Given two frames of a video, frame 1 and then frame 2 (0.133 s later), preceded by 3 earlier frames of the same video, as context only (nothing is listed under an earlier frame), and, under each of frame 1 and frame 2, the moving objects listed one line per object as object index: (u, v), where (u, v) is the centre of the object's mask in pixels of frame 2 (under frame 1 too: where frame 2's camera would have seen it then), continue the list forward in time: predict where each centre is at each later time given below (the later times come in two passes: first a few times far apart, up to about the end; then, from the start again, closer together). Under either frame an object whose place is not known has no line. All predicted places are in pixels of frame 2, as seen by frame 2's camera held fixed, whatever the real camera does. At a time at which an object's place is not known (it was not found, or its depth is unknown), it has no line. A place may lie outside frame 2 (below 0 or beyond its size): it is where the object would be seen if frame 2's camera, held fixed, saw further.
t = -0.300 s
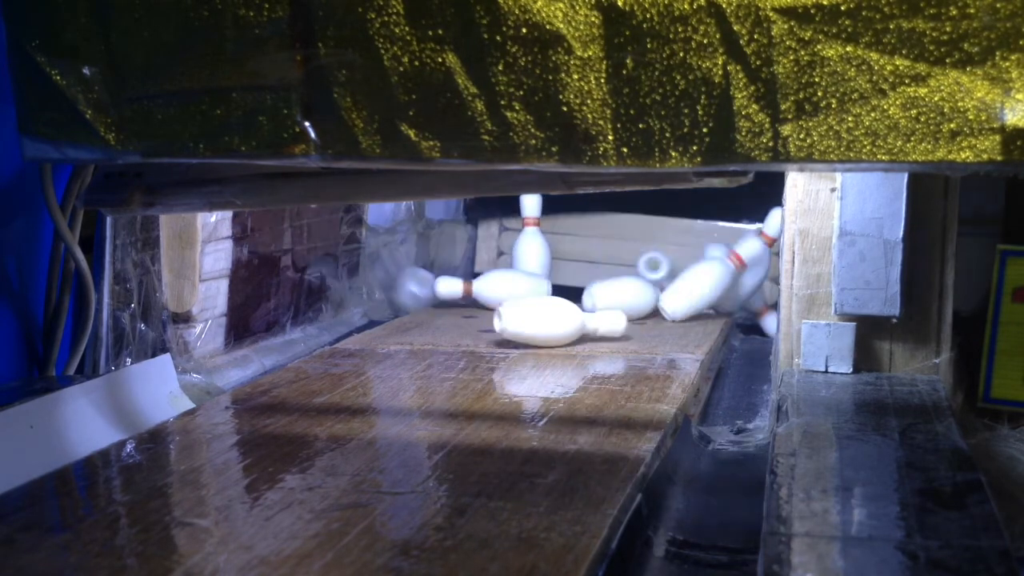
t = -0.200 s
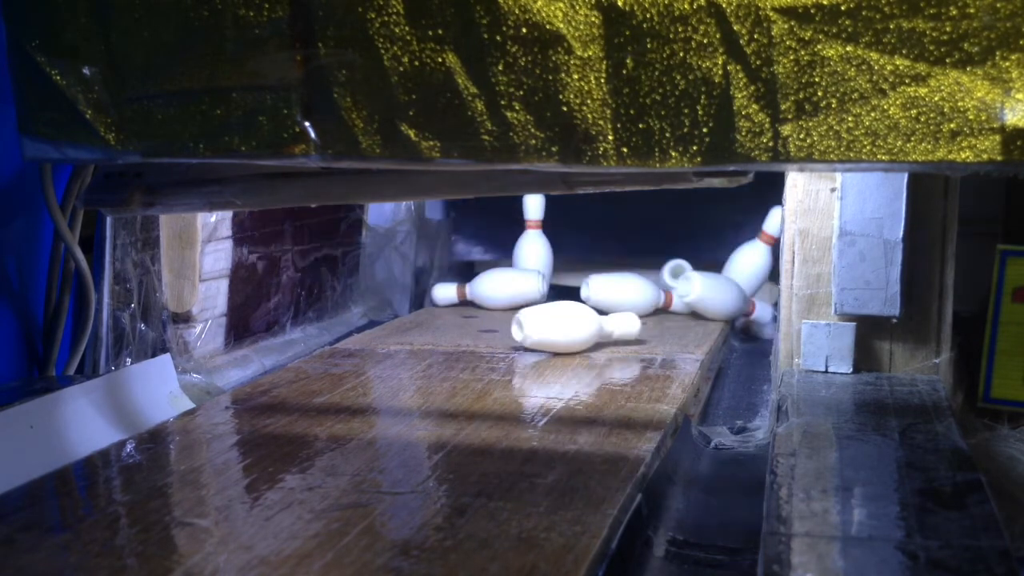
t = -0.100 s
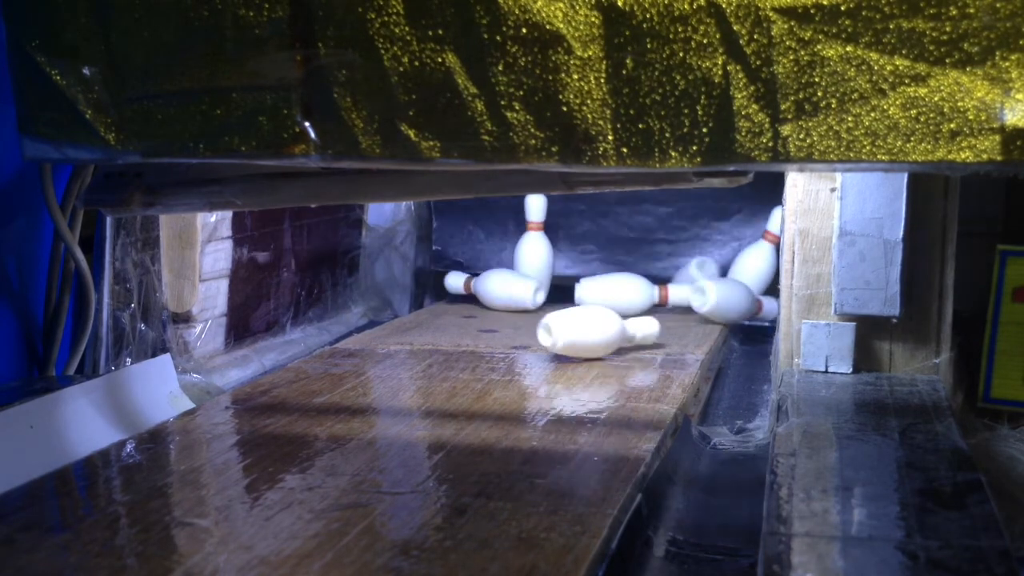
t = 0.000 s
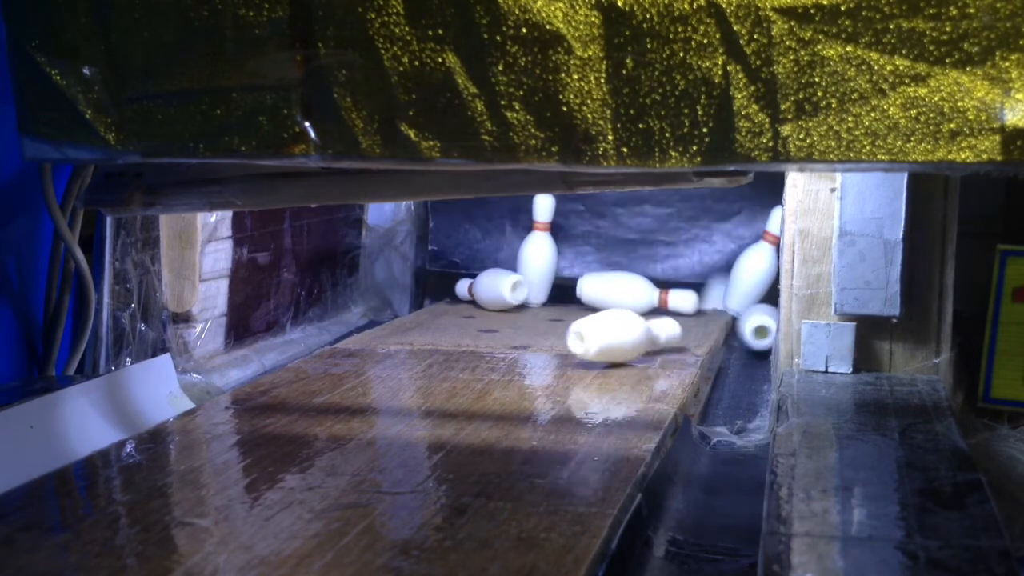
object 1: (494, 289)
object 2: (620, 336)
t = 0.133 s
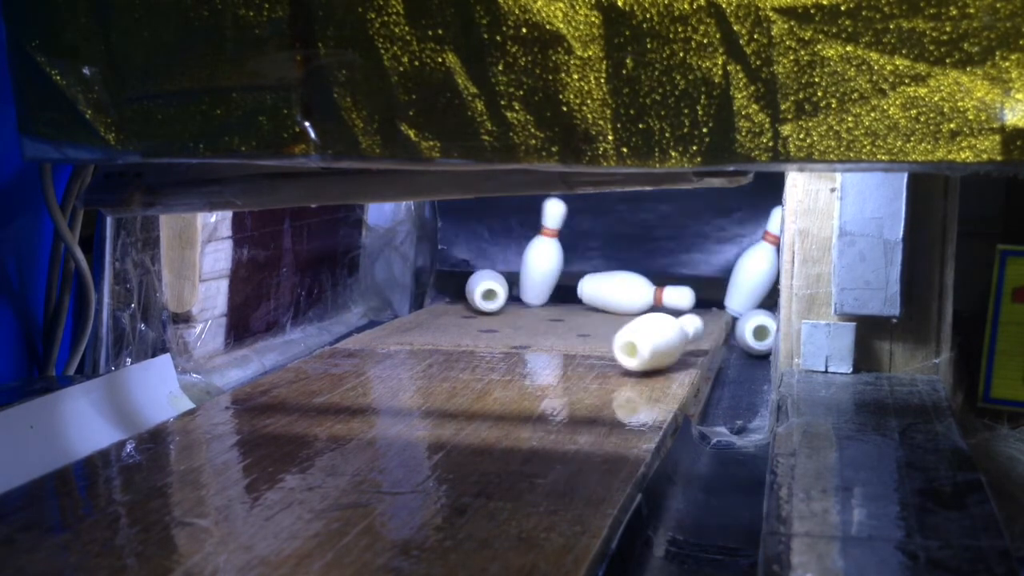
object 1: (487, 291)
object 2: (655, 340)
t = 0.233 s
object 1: (479, 289)
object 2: (687, 344)
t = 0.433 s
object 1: (474, 289)
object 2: (738, 390)
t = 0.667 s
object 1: (476, 285)
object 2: (728, 390)
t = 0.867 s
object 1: (479, 287)
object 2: (731, 391)
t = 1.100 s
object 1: (482, 290)
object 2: (728, 391)
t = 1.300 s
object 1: (481, 290)
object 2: (727, 392)
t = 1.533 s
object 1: (481, 290)
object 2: (728, 392)
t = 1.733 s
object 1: (482, 290)
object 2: (728, 392)
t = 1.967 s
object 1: (481, 290)
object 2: (727, 392)
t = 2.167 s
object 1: (481, 290)
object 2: (728, 392)
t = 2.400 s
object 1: (481, 290)
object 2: (728, 392)
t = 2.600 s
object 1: (481, 290)
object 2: (728, 392)
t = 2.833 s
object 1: (481, 290)
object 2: (728, 392)
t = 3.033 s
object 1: (481, 290)
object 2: (728, 392)
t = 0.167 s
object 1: (484, 290)
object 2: (663, 342)
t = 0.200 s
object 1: (482, 290)
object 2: (675, 343)
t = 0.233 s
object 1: (479, 289)
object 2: (687, 344)
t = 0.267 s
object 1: (477, 290)
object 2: (699, 344)
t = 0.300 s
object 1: (477, 290)
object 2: (718, 354)
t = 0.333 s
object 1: (478, 290)
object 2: (740, 390)
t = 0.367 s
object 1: (479, 290)
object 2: (733, 380)
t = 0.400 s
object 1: (478, 290)
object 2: (728, 385)
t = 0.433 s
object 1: (474, 289)
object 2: (738, 390)
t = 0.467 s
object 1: (471, 287)
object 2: (738, 389)
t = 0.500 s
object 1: (469, 287)
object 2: (731, 389)
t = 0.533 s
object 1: (468, 286)
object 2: (728, 390)
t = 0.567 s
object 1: (471, 285)
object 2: (731, 391)
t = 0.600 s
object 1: (472, 285)
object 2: (731, 391)
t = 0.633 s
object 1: (475, 285)
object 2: (729, 391)
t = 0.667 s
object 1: (476, 285)
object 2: (728, 390)
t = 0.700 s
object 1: (476, 285)
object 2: (728, 391)
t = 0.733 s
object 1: (476, 285)
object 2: (729, 391)
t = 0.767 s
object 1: (475, 285)
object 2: (730, 392)
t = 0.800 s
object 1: (476, 285)
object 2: (731, 391)
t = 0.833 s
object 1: (477, 286)
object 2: (731, 391)
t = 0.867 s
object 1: (479, 287)
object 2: (731, 391)
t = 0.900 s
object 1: (480, 288)
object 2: (731, 390)
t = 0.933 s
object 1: (481, 289)
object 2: (732, 390)
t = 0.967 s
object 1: (481, 289)
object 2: (732, 391)
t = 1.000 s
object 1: (481, 290)
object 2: (731, 391)
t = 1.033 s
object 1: (481, 290)
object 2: (731, 391)
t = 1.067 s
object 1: (482, 290)
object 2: (730, 391)
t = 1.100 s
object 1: (482, 290)
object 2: (728, 391)
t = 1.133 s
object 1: (482, 290)
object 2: (728, 392)
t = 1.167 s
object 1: (482, 290)
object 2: (727, 392)
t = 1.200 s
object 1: (482, 290)
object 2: (727, 392)
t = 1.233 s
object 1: (481, 290)
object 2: (727, 392)
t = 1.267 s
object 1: (481, 290)
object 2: (727, 392)
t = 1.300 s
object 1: (481, 290)
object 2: (727, 392)
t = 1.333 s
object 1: (481, 290)
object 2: (727, 392)
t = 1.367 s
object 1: (481, 290)
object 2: (727, 392)
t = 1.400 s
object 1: (482, 290)
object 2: (727, 392)
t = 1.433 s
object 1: (481, 290)
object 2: (727, 392)
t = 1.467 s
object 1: (482, 290)
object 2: (727, 392)
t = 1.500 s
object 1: (481, 290)
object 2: (727, 392)
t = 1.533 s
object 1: (481, 290)
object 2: (728, 392)
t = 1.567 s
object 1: (481, 290)
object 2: (728, 392)
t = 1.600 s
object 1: (481, 290)
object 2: (729, 392)
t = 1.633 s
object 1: (481, 290)
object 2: (730, 391)
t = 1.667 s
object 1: (481, 290)
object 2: (729, 391)
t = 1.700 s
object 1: (482, 290)
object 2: (727, 392)
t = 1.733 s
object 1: (482, 290)
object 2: (728, 392)
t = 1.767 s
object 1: (481, 290)
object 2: (727, 392)
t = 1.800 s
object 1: (481, 290)
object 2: (727, 392)
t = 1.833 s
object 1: (481, 290)
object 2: (727, 392)
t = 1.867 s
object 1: (481, 290)
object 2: (727, 392)
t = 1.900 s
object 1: (481, 290)
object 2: (727, 392)
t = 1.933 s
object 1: (481, 290)
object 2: (727, 392)
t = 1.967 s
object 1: (481, 290)
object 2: (727, 392)
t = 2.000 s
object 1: (481, 290)
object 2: (727, 392)
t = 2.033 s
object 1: (481, 290)
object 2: (727, 392)
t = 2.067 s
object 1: (481, 290)
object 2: (727, 391)
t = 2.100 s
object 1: (481, 290)
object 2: (728, 392)
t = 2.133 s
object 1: (481, 290)
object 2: (728, 392)
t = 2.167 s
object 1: (481, 290)
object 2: (728, 392)
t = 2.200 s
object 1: (481, 290)
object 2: (728, 392)
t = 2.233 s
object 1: (481, 290)
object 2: (728, 392)
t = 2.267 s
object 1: (481, 290)
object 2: (728, 392)
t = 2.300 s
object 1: (481, 290)
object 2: (728, 392)
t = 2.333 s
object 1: (481, 290)
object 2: (728, 392)
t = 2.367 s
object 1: (481, 290)
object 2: (728, 392)
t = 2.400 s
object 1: (481, 290)
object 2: (728, 392)
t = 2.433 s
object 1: (481, 290)
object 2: (728, 392)
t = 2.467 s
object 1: (481, 290)
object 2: (728, 392)
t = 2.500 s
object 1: (481, 290)
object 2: (728, 392)
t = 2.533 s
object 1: (481, 290)
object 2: (728, 392)
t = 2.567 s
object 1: (481, 290)
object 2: (728, 392)
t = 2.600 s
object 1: (481, 290)
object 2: (728, 392)
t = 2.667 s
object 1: (481, 290)
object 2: (728, 392)
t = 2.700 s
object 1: (481, 290)
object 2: (728, 392)
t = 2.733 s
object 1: (481, 290)
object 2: (728, 392)
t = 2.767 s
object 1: (481, 290)
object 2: (728, 392)
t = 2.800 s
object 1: (481, 290)
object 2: (728, 392)
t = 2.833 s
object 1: (481, 290)
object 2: (728, 392)
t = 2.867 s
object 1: (481, 290)
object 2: (728, 392)
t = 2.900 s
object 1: (481, 290)
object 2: (728, 392)
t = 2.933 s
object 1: (481, 290)
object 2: (728, 392)
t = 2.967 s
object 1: (481, 290)
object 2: (728, 392)
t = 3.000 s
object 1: (481, 290)
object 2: (728, 392)
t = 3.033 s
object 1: (481, 290)
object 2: (728, 392)
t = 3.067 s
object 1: (481, 290)
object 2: (728, 392)
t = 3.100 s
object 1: (481, 290)
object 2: (728, 392)
